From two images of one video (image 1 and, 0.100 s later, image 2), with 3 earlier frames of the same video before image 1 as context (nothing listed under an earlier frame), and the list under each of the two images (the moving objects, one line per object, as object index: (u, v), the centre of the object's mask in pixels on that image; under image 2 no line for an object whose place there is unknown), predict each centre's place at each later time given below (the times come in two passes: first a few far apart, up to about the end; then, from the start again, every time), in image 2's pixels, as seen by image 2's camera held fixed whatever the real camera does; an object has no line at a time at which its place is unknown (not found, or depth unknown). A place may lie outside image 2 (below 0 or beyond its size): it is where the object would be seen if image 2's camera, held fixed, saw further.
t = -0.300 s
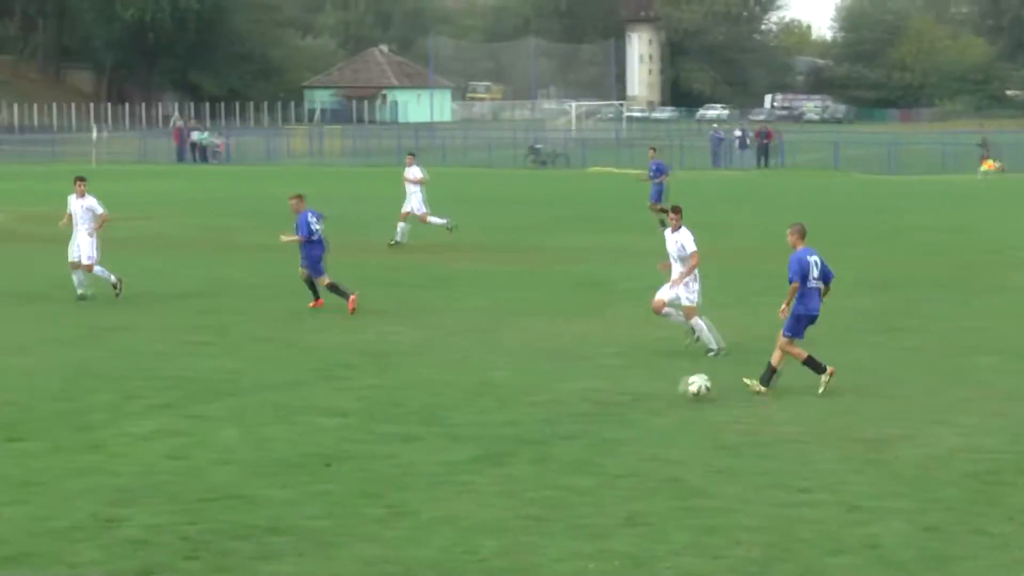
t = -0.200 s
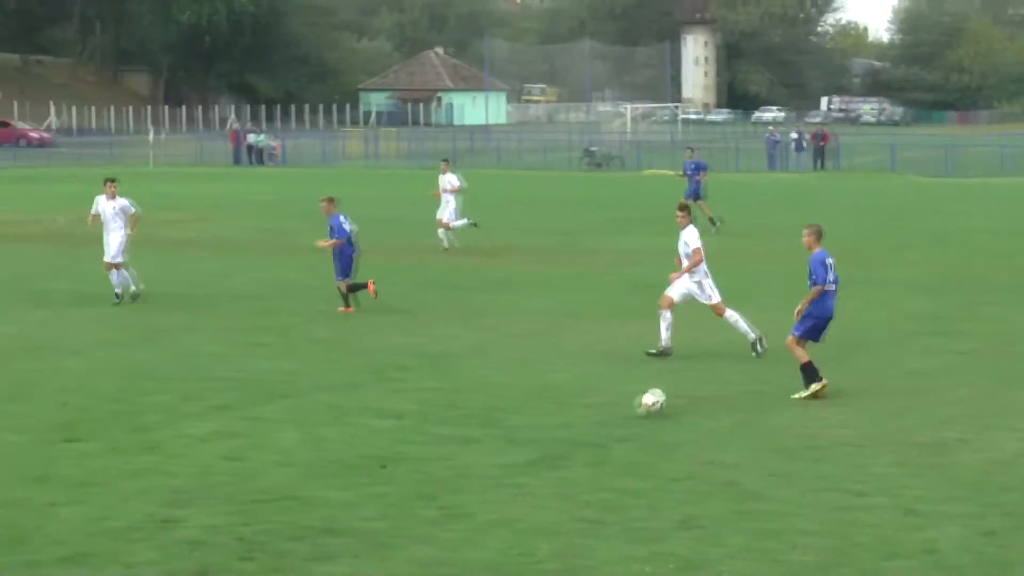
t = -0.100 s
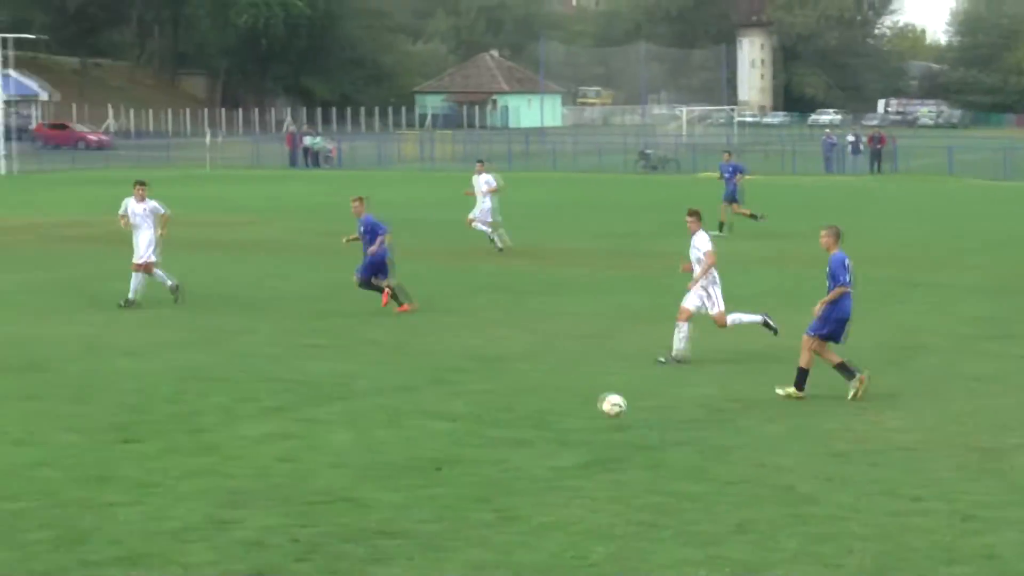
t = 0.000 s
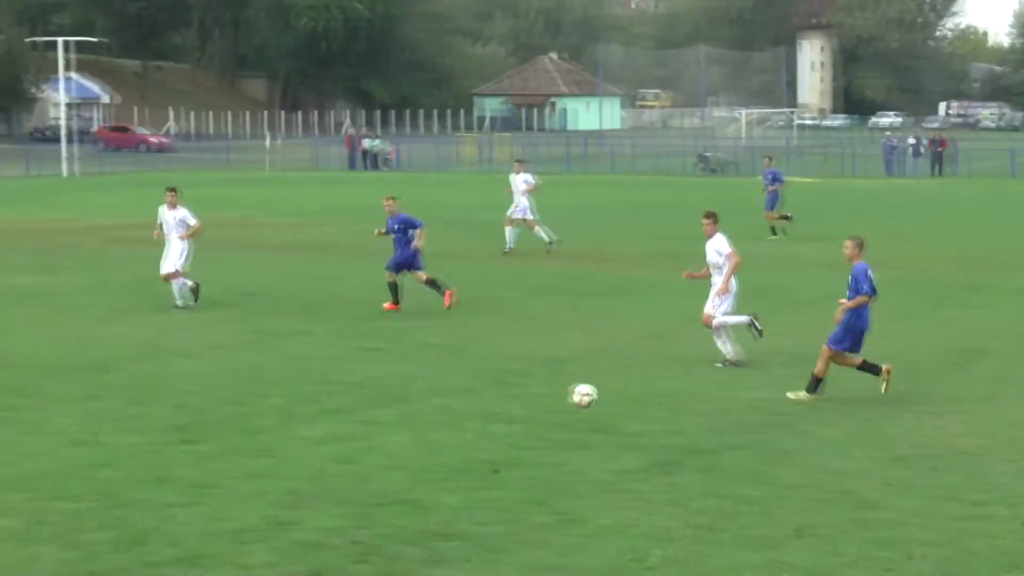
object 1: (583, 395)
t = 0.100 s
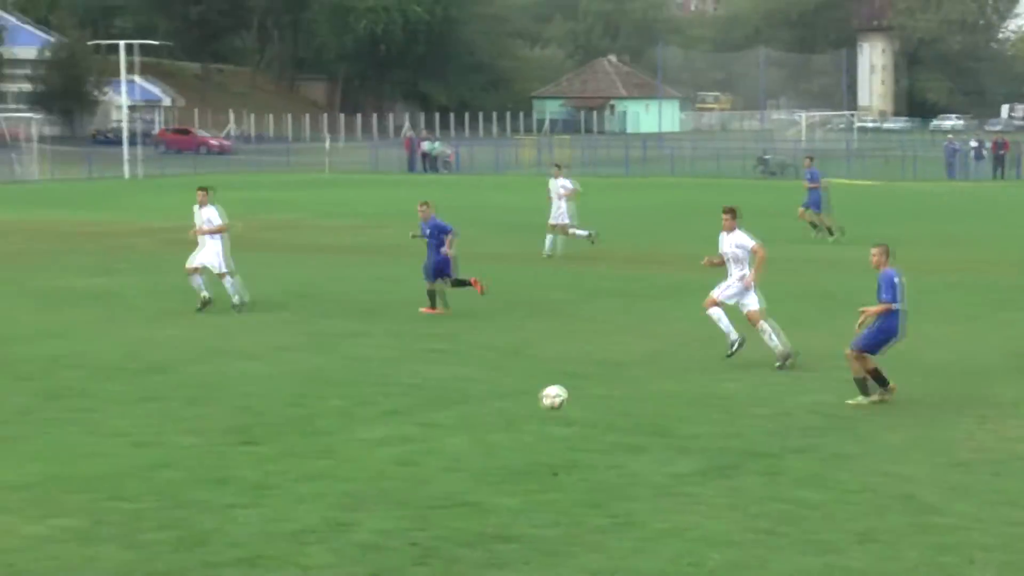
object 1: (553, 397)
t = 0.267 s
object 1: (397, 422)
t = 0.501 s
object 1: (188, 445)
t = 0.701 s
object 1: (3, 483)
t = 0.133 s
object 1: (520, 400)
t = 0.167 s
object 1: (489, 402)
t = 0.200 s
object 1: (460, 409)
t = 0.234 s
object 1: (428, 415)
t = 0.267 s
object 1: (397, 422)
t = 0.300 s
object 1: (367, 434)
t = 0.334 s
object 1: (335, 446)
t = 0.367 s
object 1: (304, 451)
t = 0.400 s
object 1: (277, 448)
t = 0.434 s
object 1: (246, 445)
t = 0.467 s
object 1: (216, 444)
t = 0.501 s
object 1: (188, 445)
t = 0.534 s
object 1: (157, 447)
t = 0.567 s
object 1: (127, 450)
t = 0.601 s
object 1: (96, 455)
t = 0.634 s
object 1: (66, 462)
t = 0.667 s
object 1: (34, 470)
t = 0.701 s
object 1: (3, 483)
